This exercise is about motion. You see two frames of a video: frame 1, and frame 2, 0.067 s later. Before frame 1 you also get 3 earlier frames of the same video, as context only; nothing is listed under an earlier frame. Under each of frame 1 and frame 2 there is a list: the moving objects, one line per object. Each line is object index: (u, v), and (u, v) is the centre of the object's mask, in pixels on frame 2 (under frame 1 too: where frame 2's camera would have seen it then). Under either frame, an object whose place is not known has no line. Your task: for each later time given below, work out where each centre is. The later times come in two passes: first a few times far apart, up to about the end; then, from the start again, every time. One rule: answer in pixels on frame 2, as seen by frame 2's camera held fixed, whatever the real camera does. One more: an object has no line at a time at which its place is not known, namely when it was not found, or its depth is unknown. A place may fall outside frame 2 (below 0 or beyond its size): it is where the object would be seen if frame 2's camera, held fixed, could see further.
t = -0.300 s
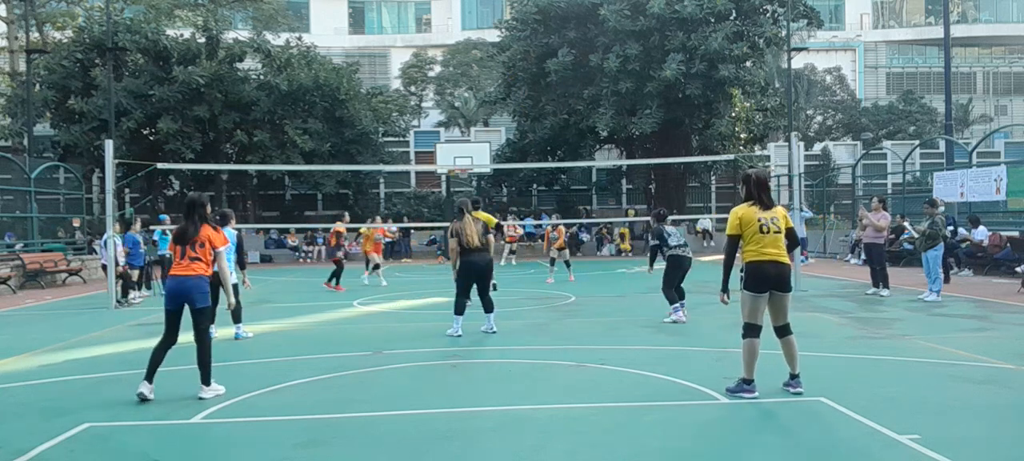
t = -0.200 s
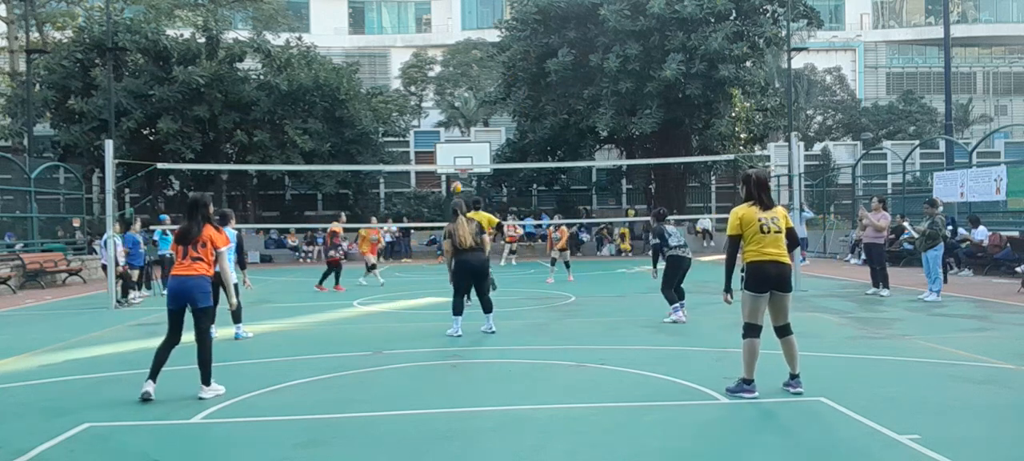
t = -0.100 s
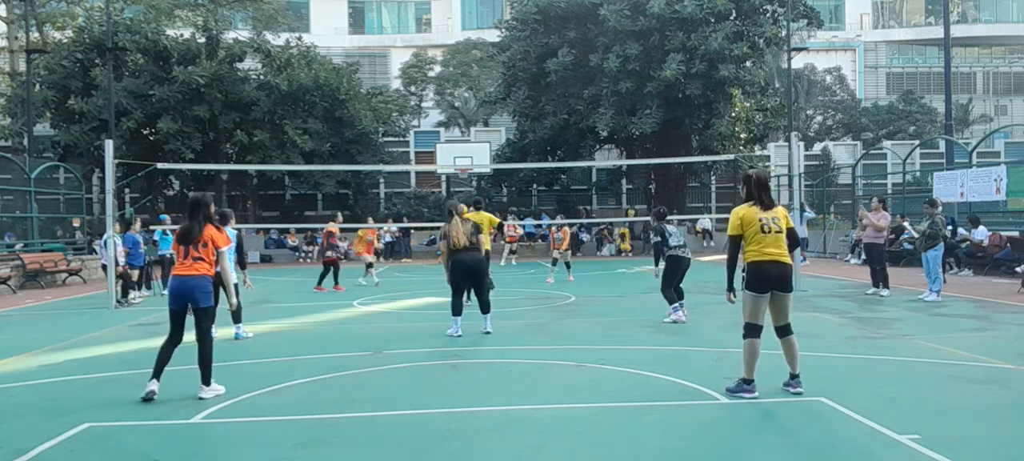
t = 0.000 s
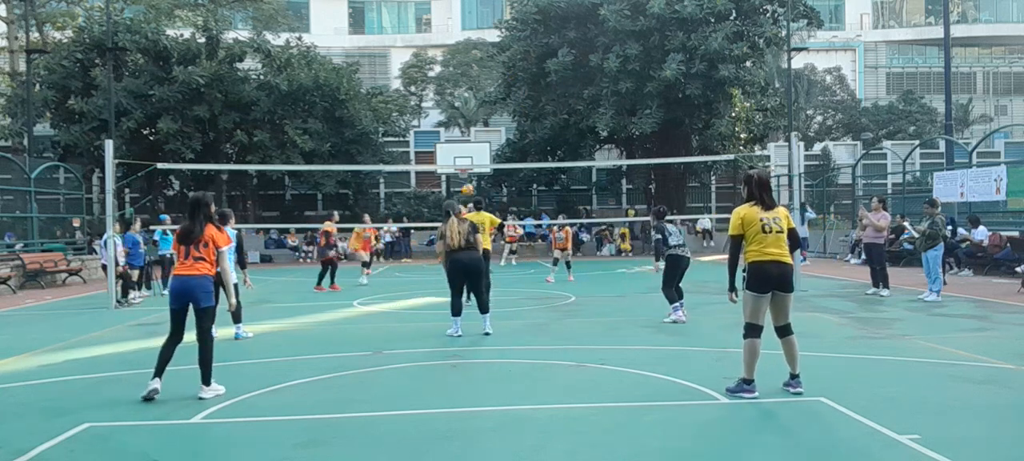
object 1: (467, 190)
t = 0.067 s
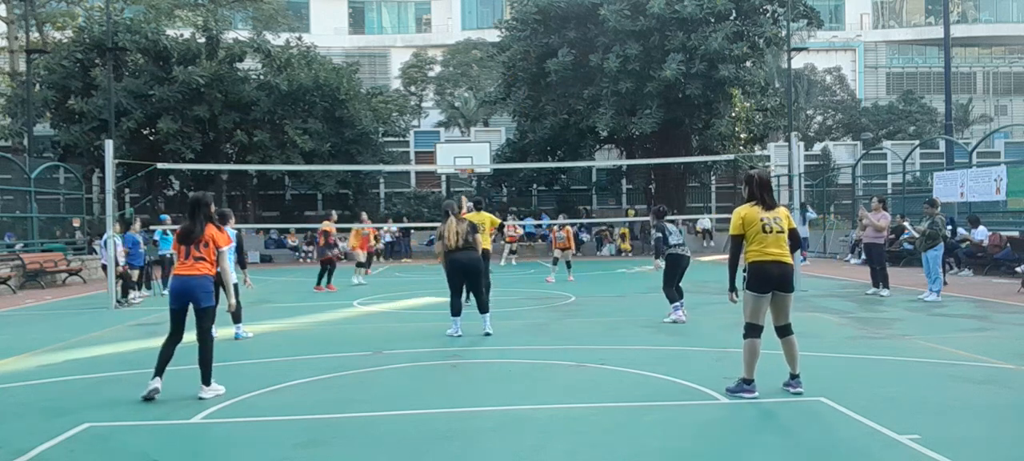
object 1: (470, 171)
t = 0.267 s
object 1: (484, 119)
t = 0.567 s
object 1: (502, 84)
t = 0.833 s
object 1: (520, 89)
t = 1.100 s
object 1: (537, 130)
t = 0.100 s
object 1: (472, 159)
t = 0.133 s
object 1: (475, 149)
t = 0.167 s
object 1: (478, 141)
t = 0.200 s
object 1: (479, 133)
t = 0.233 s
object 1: (481, 125)
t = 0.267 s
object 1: (484, 119)
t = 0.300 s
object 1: (486, 113)
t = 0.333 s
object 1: (487, 106)
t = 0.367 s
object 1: (489, 101)
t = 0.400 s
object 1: (492, 97)
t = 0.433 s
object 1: (493, 94)
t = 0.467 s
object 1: (495, 91)
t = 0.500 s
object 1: (498, 87)
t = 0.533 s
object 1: (500, 85)
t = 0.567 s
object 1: (502, 84)
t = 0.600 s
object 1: (505, 82)
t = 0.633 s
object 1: (507, 82)
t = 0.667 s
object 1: (509, 82)
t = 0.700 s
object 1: (511, 82)
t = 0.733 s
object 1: (513, 83)
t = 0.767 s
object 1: (516, 84)
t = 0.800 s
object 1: (518, 87)
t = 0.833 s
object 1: (520, 89)
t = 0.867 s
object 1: (522, 92)
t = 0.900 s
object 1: (525, 96)
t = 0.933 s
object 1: (527, 101)
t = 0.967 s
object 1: (529, 105)
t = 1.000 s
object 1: (531, 111)
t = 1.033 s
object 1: (533, 116)
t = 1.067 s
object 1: (535, 123)
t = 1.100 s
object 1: (537, 130)
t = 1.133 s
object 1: (539, 137)
